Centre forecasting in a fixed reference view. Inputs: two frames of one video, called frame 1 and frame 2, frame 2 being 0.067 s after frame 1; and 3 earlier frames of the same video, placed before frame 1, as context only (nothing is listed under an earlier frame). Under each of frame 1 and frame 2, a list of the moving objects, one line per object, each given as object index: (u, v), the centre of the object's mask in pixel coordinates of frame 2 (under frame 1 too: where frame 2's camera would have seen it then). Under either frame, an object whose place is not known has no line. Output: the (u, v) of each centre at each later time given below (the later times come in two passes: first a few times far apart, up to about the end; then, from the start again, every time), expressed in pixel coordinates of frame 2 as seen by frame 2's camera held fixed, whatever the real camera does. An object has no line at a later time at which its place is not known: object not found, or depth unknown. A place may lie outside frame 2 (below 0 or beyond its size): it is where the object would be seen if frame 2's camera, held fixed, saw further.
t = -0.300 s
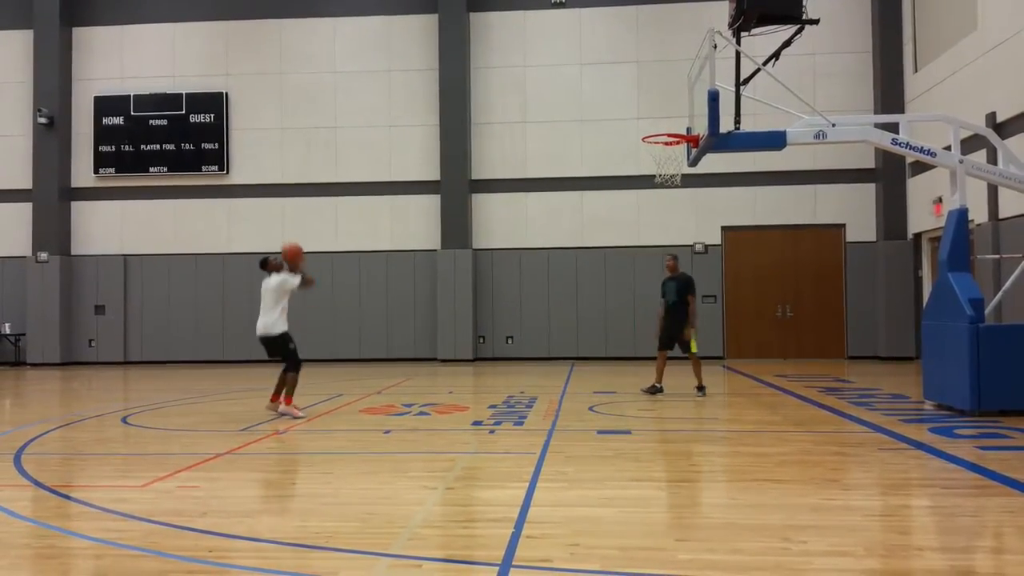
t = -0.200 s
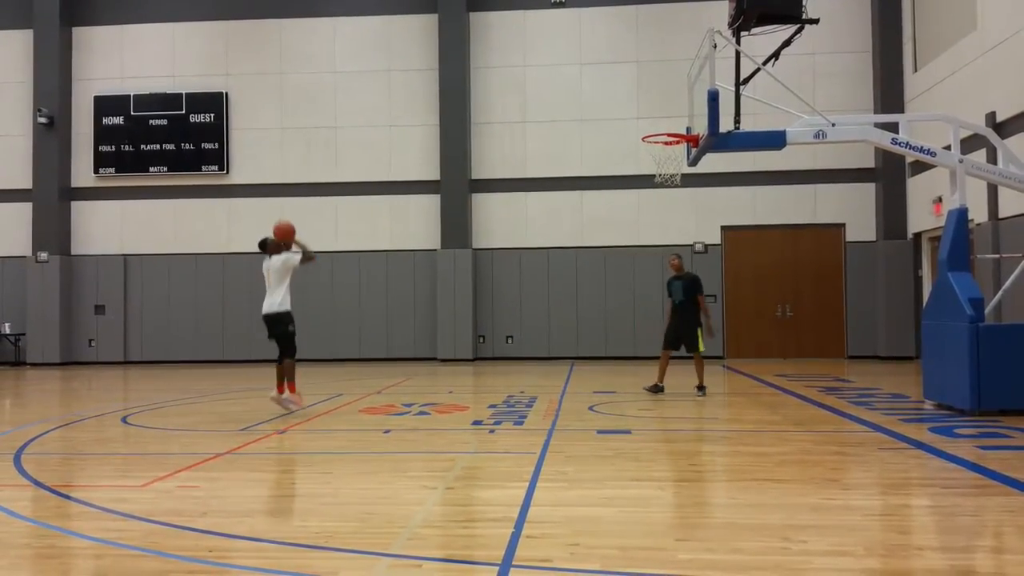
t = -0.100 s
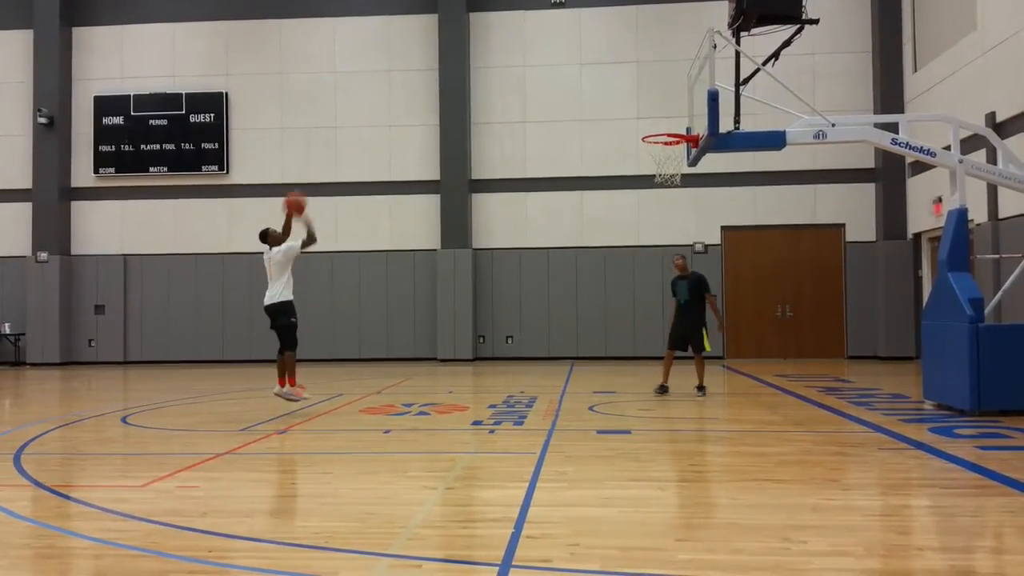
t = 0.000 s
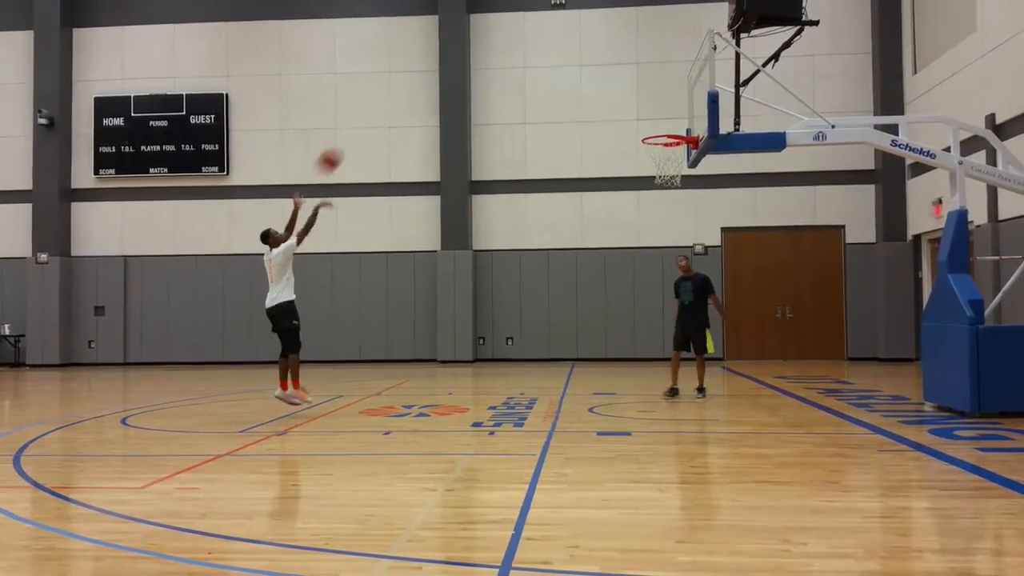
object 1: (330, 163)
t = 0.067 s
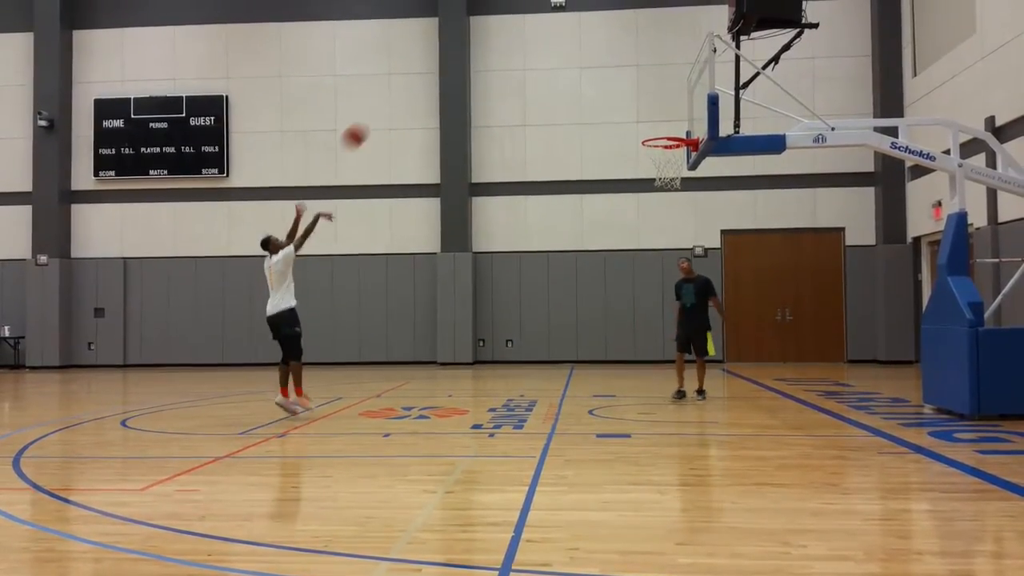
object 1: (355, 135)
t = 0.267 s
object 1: (428, 80)
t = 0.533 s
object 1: (527, 57)
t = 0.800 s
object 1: (626, 98)
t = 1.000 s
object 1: (657, 152)
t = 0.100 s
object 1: (367, 124)
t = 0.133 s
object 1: (380, 113)
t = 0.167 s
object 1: (393, 103)
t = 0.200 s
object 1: (405, 94)
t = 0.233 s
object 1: (417, 87)
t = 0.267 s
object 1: (428, 80)
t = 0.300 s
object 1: (442, 73)
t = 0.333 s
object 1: (454, 67)
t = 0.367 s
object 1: (465, 63)
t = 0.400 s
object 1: (480, 61)
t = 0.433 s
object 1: (491, 59)
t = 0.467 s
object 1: (503, 57)
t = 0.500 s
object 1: (515, 57)
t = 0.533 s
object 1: (527, 57)
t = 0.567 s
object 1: (540, 59)
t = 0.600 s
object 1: (552, 62)
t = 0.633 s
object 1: (564, 65)
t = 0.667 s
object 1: (576, 70)
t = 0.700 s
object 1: (588, 75)
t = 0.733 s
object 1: (600, 82)
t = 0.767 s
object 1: (613, 89)
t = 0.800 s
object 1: (626, 98)
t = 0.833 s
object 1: (637, 108)
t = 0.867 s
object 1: (649, 118)
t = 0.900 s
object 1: (661, 128)
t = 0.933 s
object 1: (671, 140)
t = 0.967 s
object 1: (666, 147)
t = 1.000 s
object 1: (657, 152)
